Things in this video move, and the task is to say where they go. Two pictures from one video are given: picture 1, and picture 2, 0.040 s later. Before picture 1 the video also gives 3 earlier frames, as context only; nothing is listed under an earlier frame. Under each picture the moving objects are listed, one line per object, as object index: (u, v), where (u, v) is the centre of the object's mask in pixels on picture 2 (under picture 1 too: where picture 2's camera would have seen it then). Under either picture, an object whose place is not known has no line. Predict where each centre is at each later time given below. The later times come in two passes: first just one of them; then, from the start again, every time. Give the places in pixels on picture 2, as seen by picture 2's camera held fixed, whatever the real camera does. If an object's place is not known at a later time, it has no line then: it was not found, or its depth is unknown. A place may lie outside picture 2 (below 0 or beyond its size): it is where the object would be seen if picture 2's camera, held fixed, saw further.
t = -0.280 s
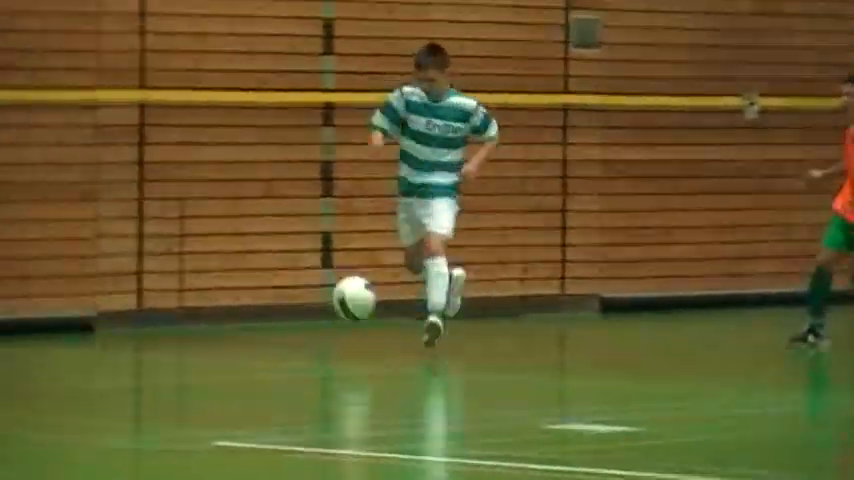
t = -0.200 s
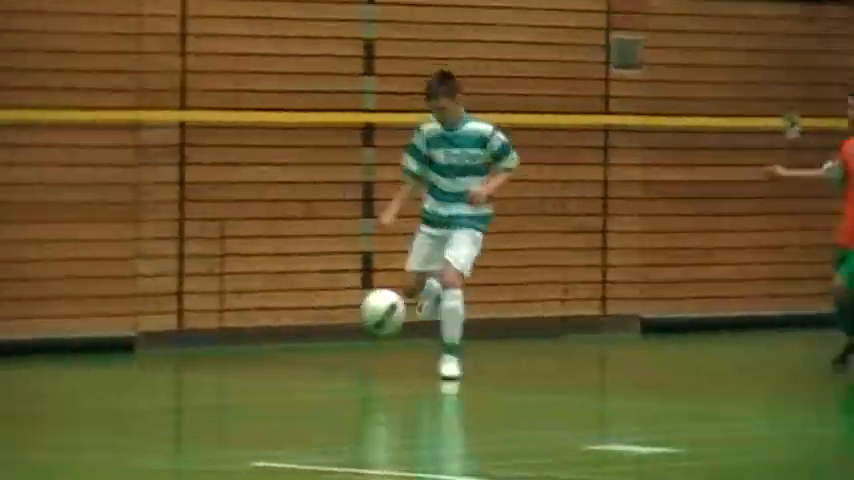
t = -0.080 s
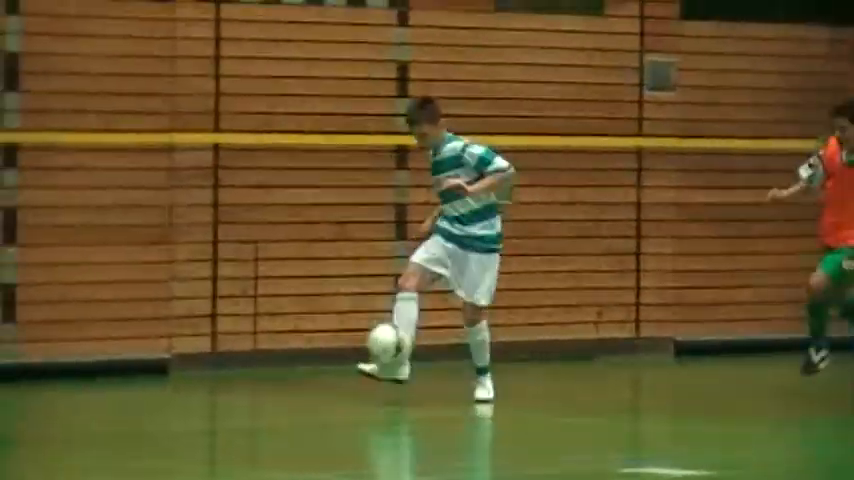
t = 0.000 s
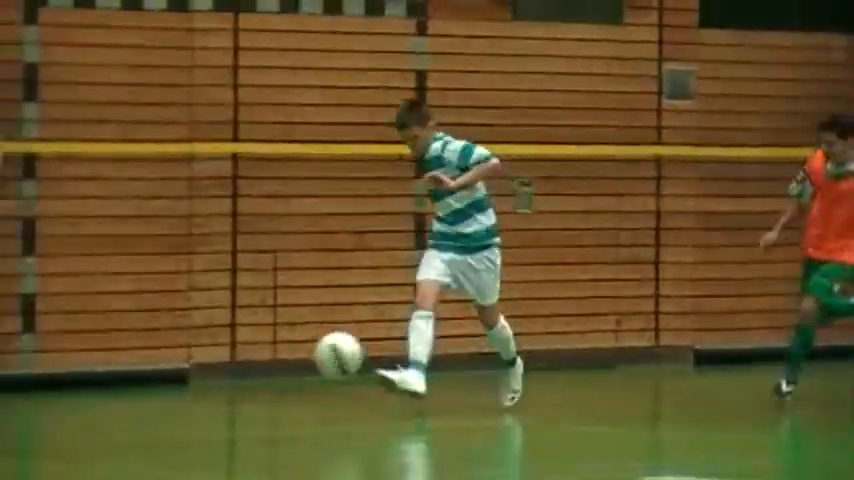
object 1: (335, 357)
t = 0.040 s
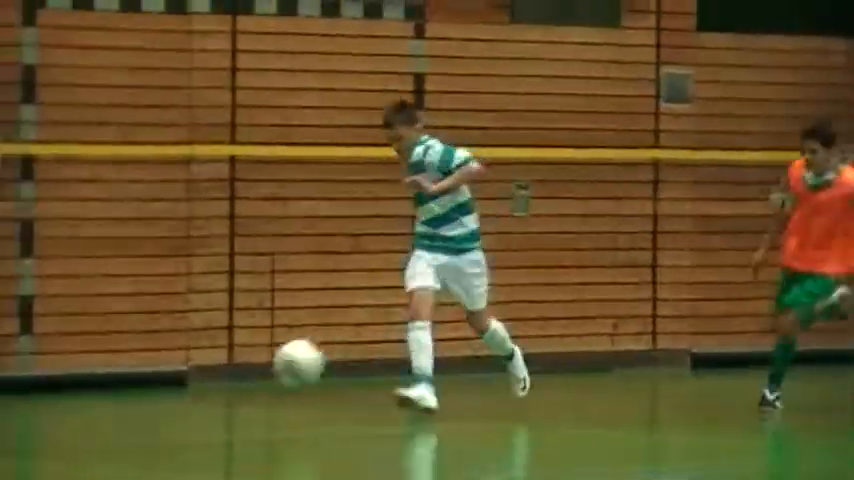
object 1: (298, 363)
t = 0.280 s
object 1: (68, 414)
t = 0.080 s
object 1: (261, 373)
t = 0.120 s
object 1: (222, 384)
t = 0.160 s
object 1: (183, 398)
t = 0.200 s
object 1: (141, 422)
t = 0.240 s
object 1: (104, 423)
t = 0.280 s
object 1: (68, 414)
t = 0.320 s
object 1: (31, 412)
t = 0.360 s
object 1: (-5, 412)
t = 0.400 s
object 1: (-47, 419)
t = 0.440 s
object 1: (-90, 432)
